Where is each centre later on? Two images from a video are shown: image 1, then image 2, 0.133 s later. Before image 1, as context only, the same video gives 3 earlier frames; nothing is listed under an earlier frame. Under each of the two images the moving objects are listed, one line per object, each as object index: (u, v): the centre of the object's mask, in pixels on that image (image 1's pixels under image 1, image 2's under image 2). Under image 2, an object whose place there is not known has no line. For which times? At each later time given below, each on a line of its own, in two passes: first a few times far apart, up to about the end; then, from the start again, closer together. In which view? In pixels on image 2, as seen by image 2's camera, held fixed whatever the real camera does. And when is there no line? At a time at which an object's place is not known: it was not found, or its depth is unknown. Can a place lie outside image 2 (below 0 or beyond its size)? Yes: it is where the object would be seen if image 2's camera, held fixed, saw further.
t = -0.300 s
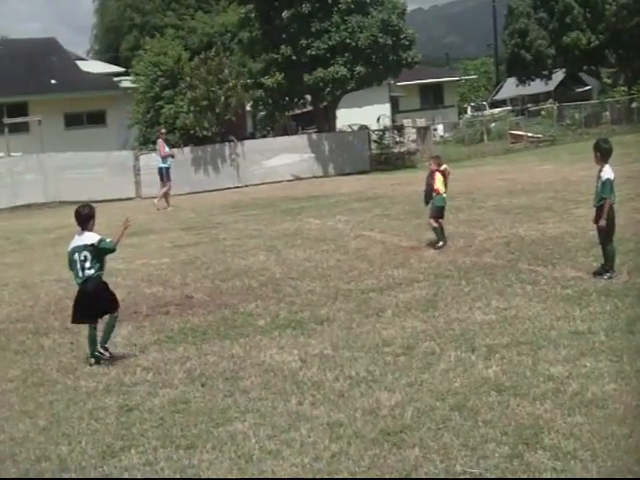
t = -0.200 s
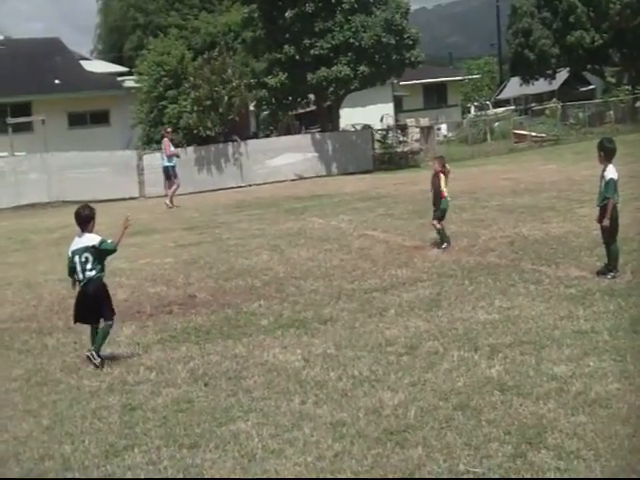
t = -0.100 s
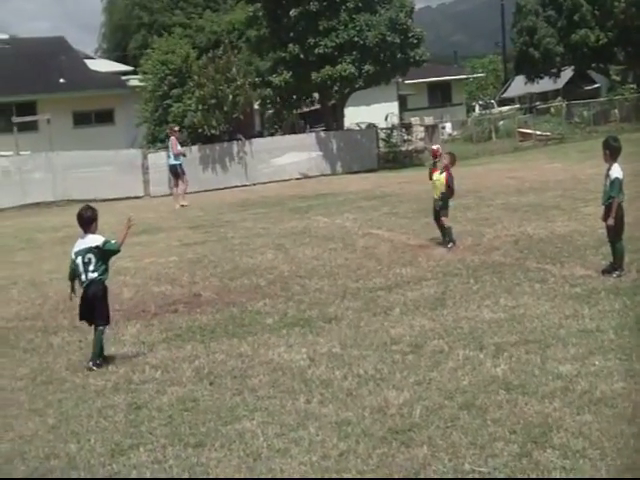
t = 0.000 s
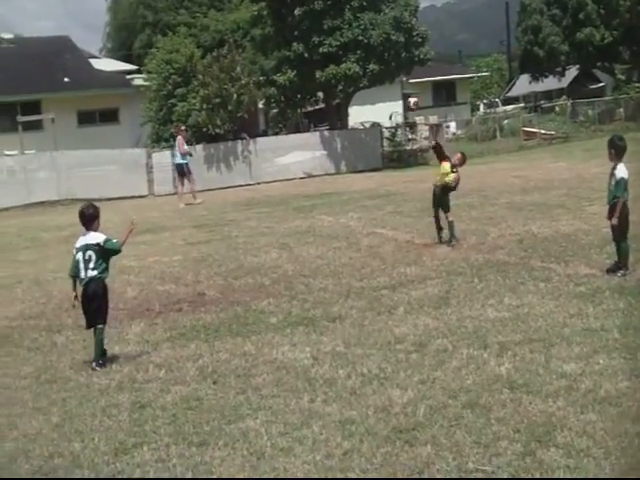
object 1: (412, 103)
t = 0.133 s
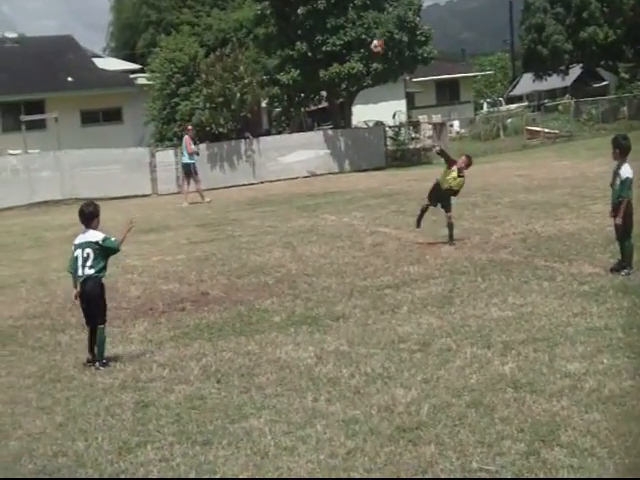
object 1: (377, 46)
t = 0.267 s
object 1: (336, 4)
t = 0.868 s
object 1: (132, 5)
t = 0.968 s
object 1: (95, 39)
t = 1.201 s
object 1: (12, 177)
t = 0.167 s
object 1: (367, 35)
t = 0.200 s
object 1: (356, 23)
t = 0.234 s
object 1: (346, 11)
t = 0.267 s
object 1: (336, 4)
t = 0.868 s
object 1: (132, 5)
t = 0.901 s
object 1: (120, 12)
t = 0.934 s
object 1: (106, 27)
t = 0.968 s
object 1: (95, 39)
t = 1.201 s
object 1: (12, 177)
